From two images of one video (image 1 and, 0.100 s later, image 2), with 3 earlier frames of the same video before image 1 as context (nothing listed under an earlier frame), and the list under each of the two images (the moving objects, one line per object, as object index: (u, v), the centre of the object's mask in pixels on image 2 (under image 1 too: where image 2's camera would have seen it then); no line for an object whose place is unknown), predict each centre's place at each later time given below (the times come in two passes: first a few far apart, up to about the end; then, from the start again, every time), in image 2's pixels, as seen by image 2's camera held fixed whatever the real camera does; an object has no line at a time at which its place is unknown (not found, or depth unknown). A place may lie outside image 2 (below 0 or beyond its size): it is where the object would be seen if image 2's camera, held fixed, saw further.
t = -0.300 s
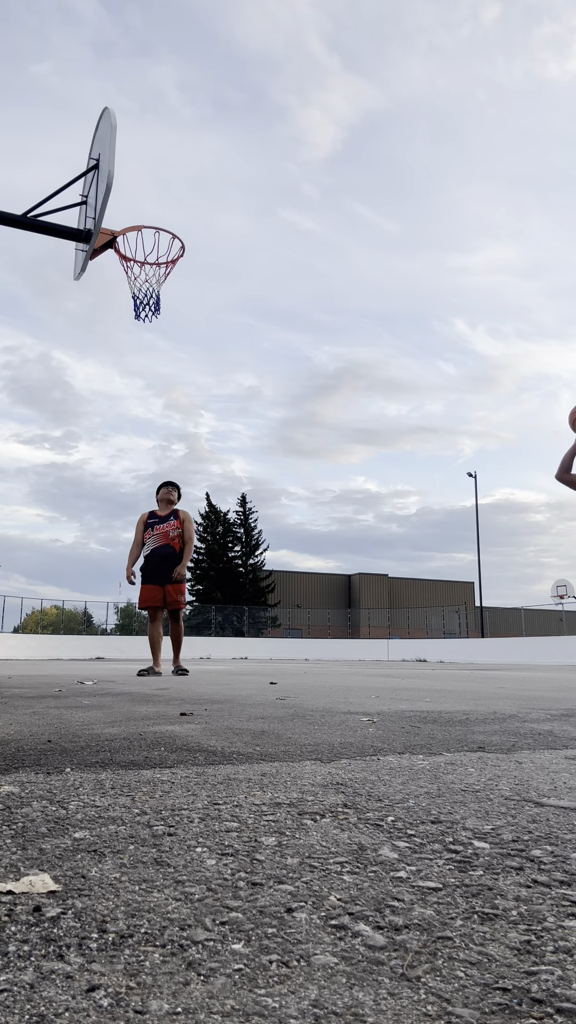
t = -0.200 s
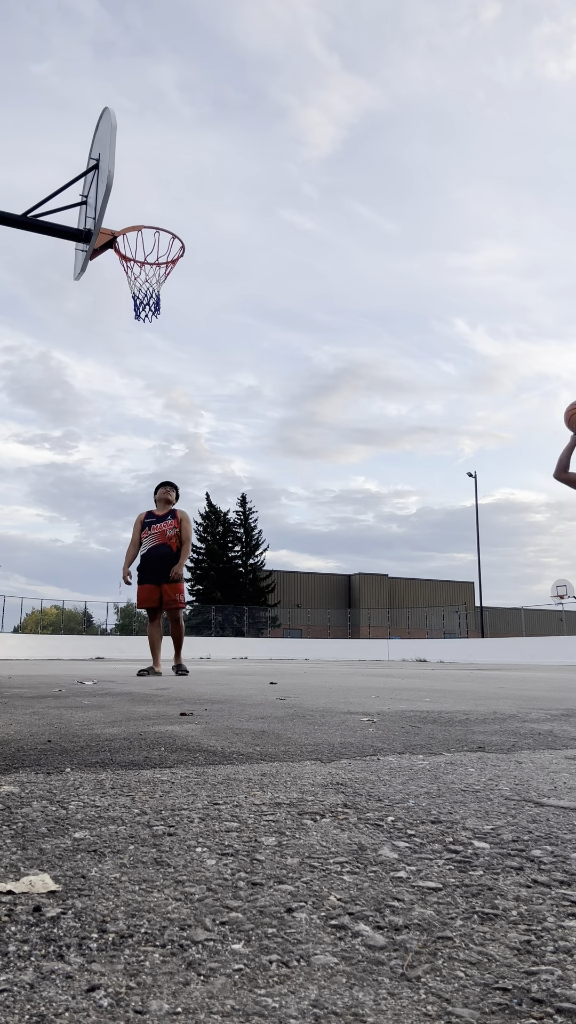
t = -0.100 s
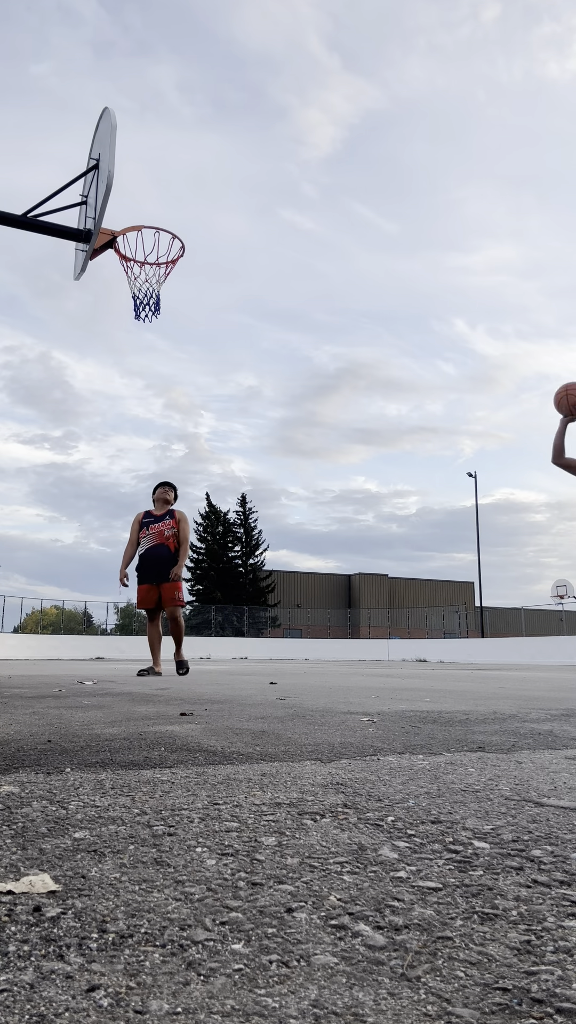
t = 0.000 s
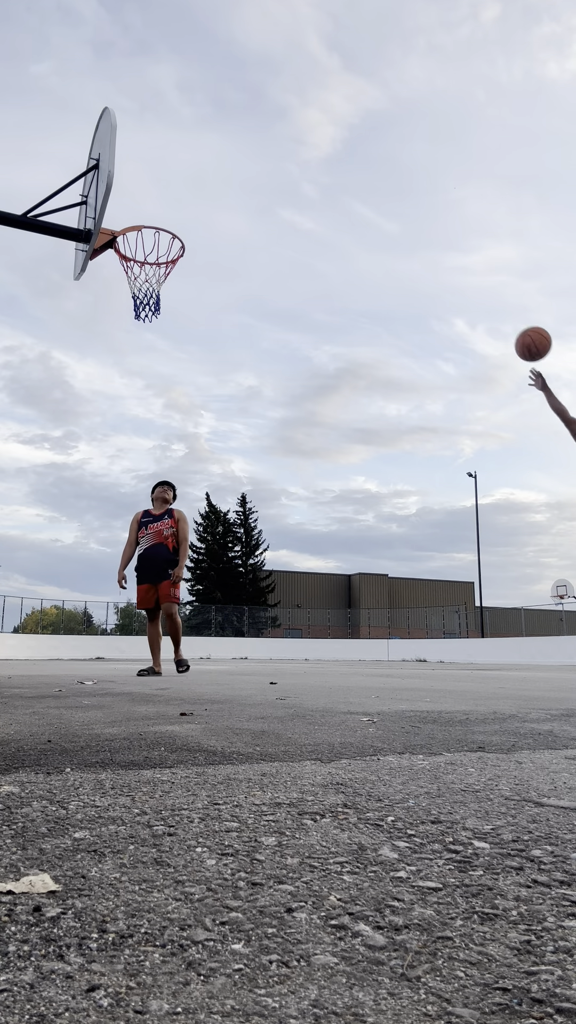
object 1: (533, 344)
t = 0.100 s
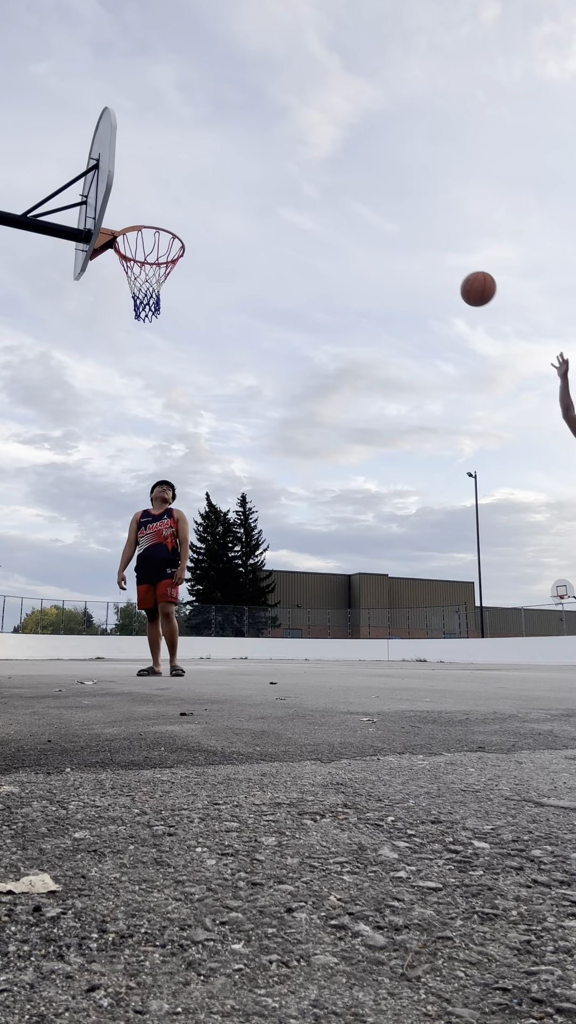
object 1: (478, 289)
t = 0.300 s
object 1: (375, 221)
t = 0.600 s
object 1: (228, 218)
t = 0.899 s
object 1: (148, 235)
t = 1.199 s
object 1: (115, 220)
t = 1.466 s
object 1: (120, 228)
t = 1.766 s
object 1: (135, 245)
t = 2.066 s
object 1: (154, 312)
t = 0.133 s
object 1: (460, 274)
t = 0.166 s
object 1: (443, 260)
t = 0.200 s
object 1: (425, 248)
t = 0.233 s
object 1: (408, 238)
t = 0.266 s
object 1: (391, 229)
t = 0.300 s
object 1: (375, 221)
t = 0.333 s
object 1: (358, 215)
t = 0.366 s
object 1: (342, 211)
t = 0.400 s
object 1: (325, 208)
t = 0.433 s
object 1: (309, 206)
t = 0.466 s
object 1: (293, 205)
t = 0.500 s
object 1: (277, 206)
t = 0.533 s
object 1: (261, 209)
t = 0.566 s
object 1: (244, 213)
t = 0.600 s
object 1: (228, 218)
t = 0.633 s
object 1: (212, 225)
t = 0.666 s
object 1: (196, 233)
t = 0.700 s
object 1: (182, 239)
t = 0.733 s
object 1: (177, 235)
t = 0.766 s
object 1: (171, 232)
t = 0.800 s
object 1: (165, 231)
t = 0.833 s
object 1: (159, 231)
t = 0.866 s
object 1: (154, 232)
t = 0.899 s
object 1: (148, 235)
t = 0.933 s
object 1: (141, 239)
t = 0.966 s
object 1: (137, 244)
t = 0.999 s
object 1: (133, 236)
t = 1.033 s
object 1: (130, 232)
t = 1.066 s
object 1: (126, 225)
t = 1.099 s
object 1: (122, 222)
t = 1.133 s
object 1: (119, 218)
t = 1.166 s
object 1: (117, 219)
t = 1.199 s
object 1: (115, 220)
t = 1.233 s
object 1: (114, 224)
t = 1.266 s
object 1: (114, 221)
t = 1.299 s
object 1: (116, 225)
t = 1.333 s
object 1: (117, 226)
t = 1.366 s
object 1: (118, 226)
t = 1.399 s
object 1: (119, 227)
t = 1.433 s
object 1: (120, 228)
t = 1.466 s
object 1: (120, 228)
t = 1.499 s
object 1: (122, 229)
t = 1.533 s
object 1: (124, 235)
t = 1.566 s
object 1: (125, 234)
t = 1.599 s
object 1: (126, 234)
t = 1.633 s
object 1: (127, 235)
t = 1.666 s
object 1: (129, 236)
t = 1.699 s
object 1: (132, 236)
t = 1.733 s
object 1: (134, 242)
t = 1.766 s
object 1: (135, 245)
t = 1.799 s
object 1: (138, 246)
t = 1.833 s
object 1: (140, 251)
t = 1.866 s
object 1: (143, 258)
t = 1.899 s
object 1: (145, 267)
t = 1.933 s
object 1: (148, 275)
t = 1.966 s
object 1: (151, 282)
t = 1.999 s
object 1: (154, 287)
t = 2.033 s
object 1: (153, 304)
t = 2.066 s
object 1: (154, 312)
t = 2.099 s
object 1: (155, 323)
